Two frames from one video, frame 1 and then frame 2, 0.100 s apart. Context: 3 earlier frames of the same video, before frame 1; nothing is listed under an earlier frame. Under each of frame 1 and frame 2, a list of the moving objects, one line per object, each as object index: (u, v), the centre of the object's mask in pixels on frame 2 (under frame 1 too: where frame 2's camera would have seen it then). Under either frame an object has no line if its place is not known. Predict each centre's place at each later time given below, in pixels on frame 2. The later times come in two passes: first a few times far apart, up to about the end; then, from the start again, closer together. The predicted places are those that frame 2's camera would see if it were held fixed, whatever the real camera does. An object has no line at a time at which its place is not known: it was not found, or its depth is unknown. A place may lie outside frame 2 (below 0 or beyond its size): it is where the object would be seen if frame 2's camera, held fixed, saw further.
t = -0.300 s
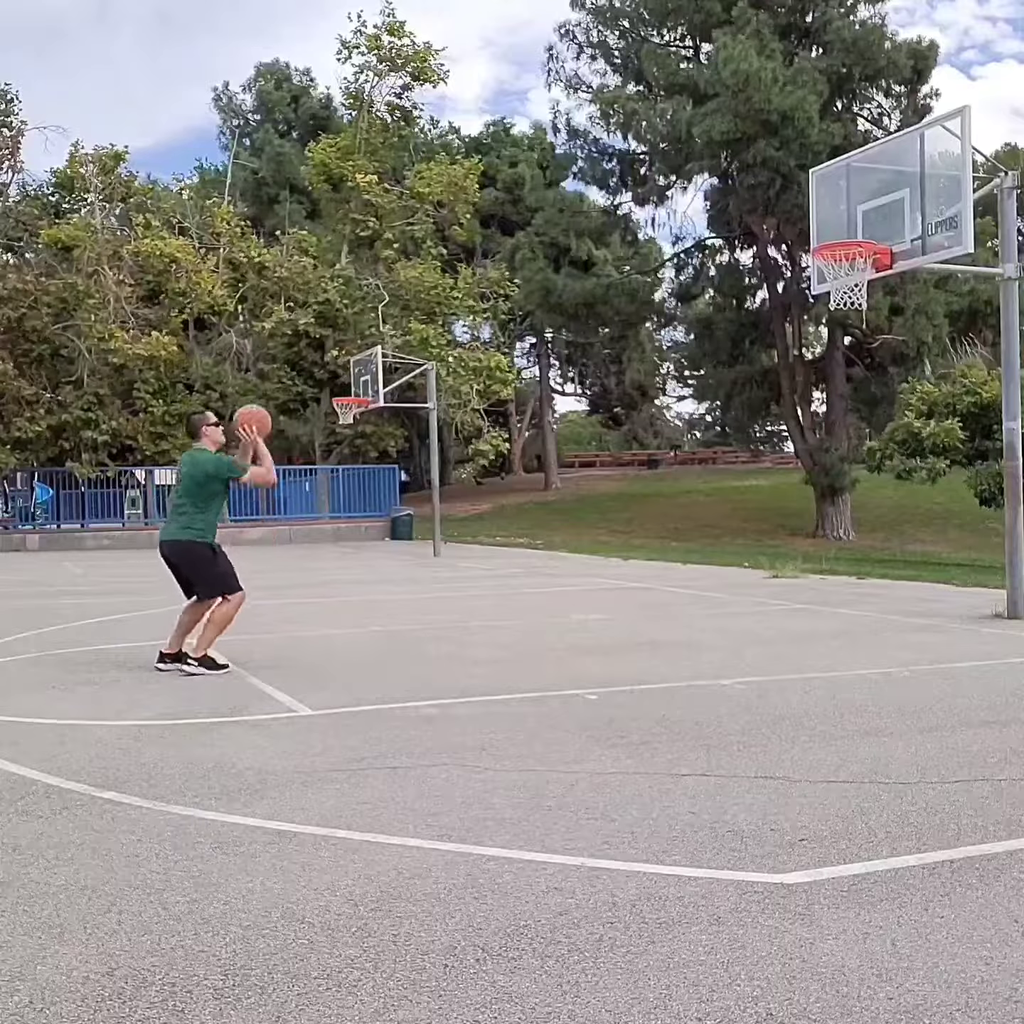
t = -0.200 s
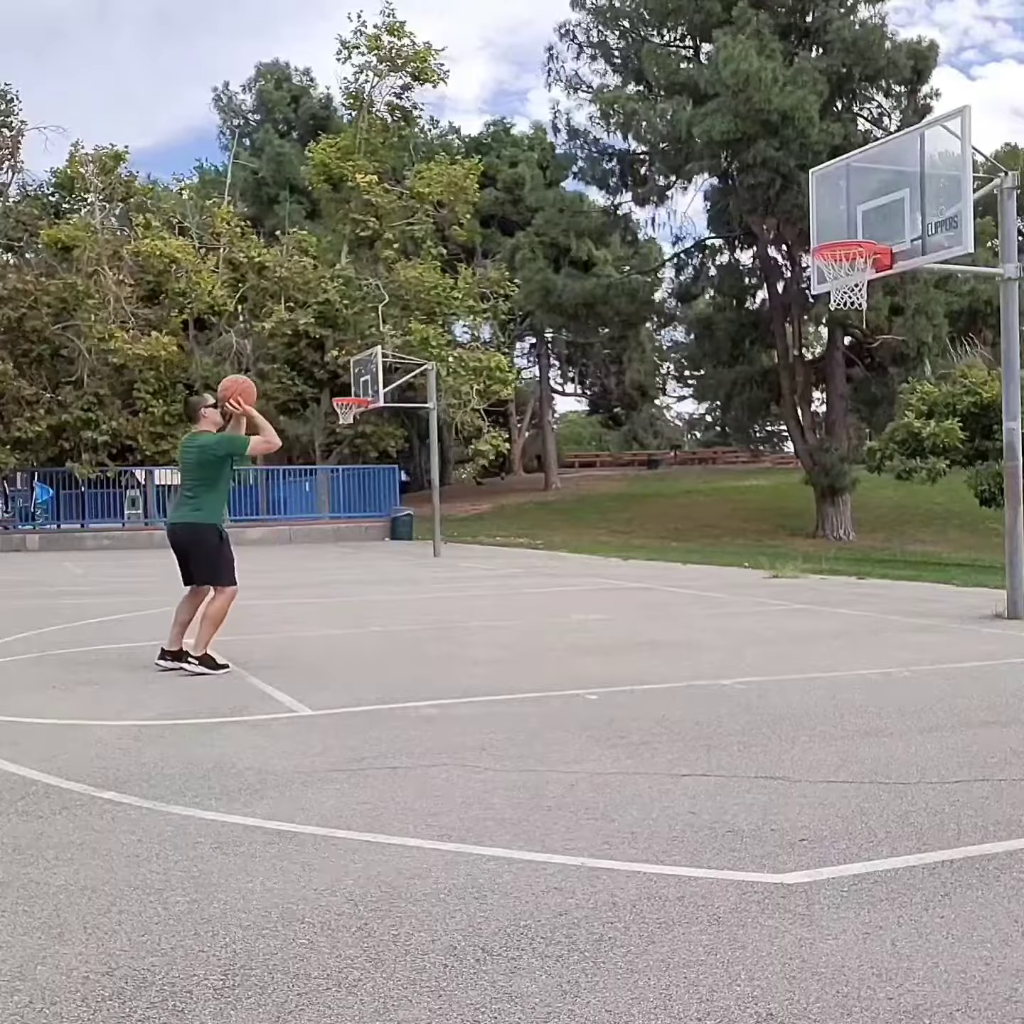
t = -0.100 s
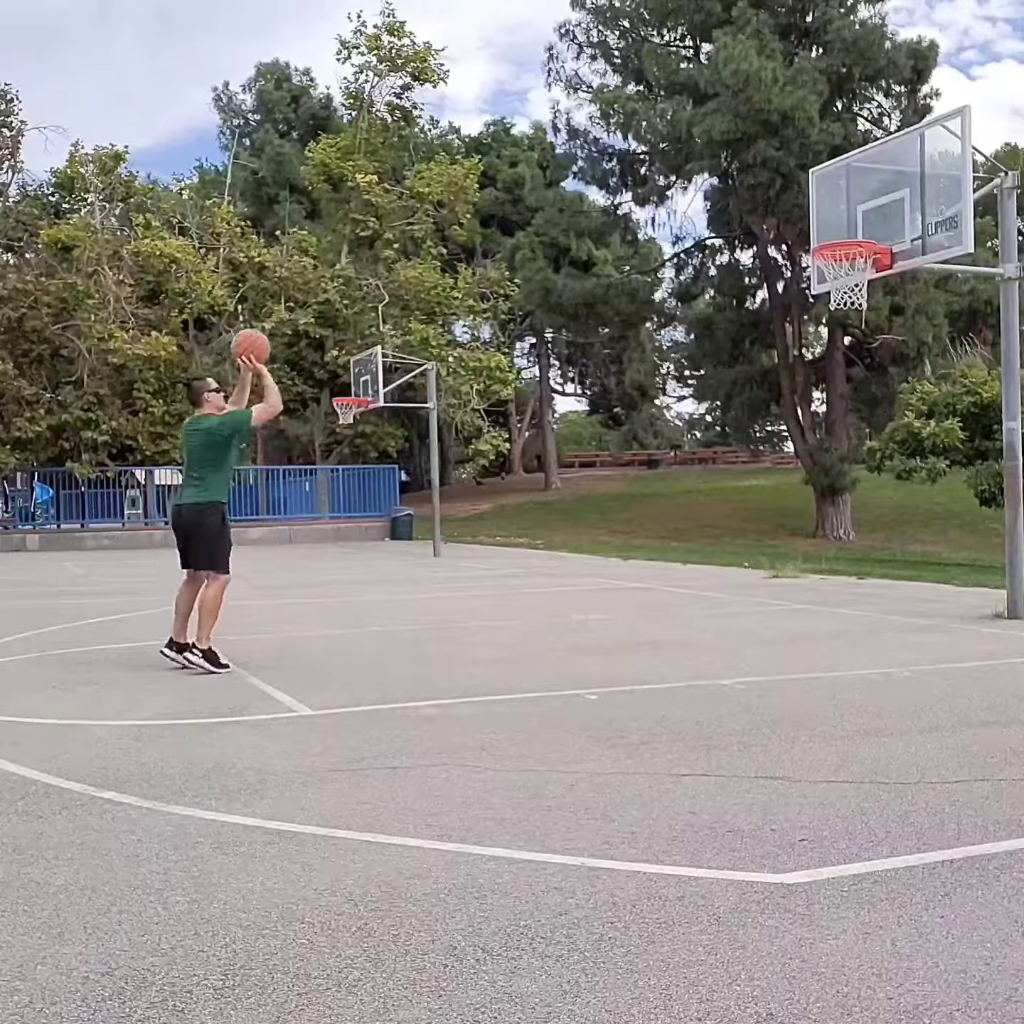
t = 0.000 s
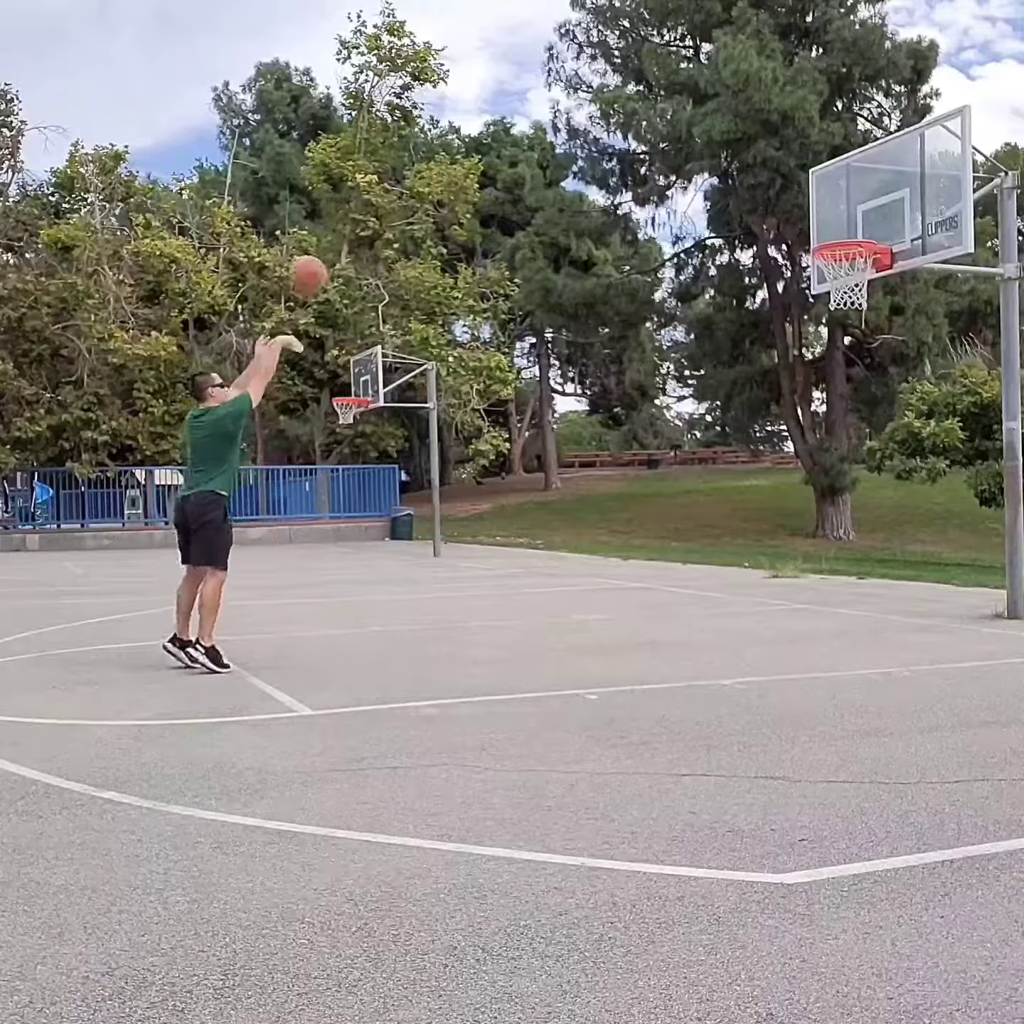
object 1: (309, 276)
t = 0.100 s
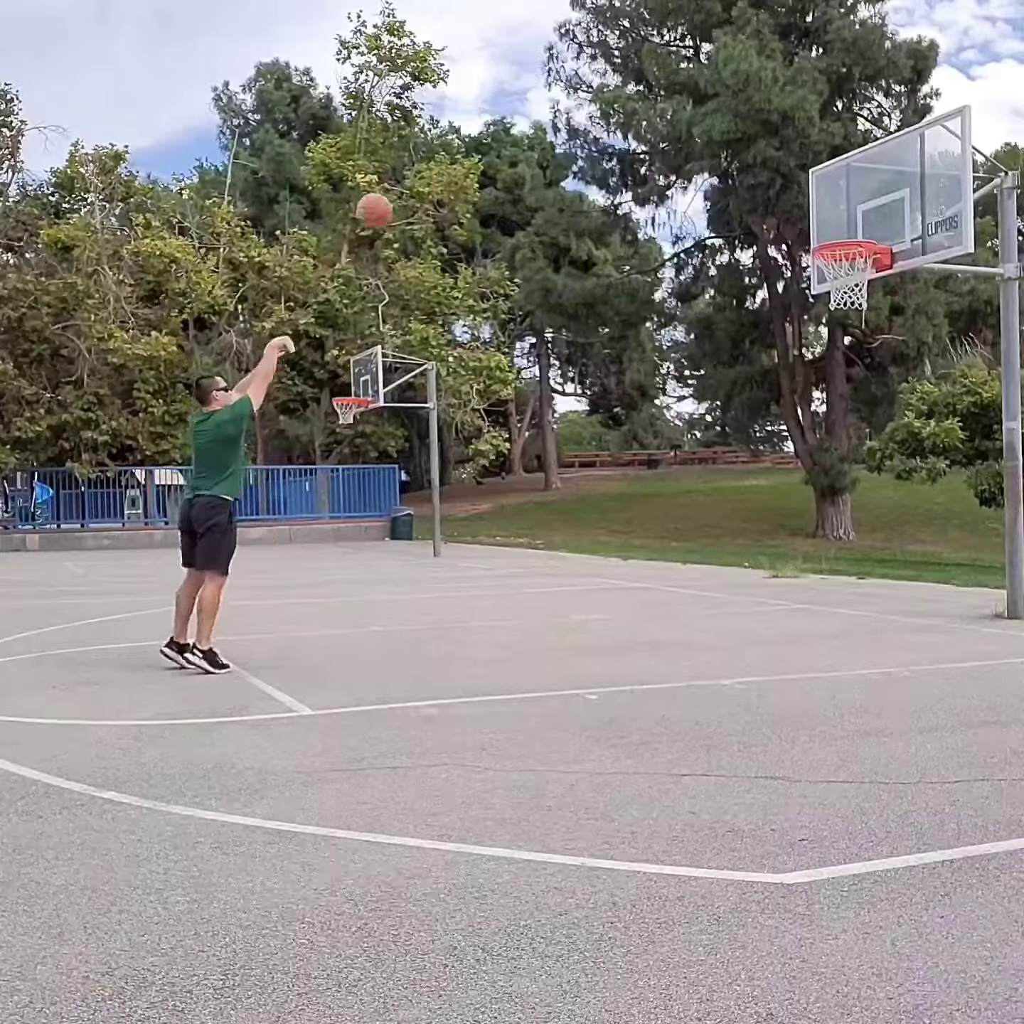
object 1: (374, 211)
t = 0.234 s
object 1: (460, 154)
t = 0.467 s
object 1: (599, 118)
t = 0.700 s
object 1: (728, 156)
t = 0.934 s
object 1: (853, 260)
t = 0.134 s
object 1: (397, 196)
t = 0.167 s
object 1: (416, 180)
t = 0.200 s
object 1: (438, 166)
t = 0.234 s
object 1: (460, 154)
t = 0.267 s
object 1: (481, 144)
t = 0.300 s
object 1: (501, 136)
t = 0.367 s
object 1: (541, 125)
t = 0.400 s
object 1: (560, 121)
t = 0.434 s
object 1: (580, 120)
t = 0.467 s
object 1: (599, 118)
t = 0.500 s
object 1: (618, 120)
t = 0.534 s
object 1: (638, 122)
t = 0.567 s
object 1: (655, 126)
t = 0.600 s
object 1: (675, 132)
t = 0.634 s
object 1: (692, 139)
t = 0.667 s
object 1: (710, 147)
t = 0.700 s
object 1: (728, 156)
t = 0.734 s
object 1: (745, 167)
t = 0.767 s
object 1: (763, 180)
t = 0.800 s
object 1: (779, 192)
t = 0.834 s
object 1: (796, 207)
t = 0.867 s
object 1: (812, 223)
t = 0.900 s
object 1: (828, 235)
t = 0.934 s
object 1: (853, 260)
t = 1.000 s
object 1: (871, 264)
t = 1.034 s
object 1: (861, 291)
